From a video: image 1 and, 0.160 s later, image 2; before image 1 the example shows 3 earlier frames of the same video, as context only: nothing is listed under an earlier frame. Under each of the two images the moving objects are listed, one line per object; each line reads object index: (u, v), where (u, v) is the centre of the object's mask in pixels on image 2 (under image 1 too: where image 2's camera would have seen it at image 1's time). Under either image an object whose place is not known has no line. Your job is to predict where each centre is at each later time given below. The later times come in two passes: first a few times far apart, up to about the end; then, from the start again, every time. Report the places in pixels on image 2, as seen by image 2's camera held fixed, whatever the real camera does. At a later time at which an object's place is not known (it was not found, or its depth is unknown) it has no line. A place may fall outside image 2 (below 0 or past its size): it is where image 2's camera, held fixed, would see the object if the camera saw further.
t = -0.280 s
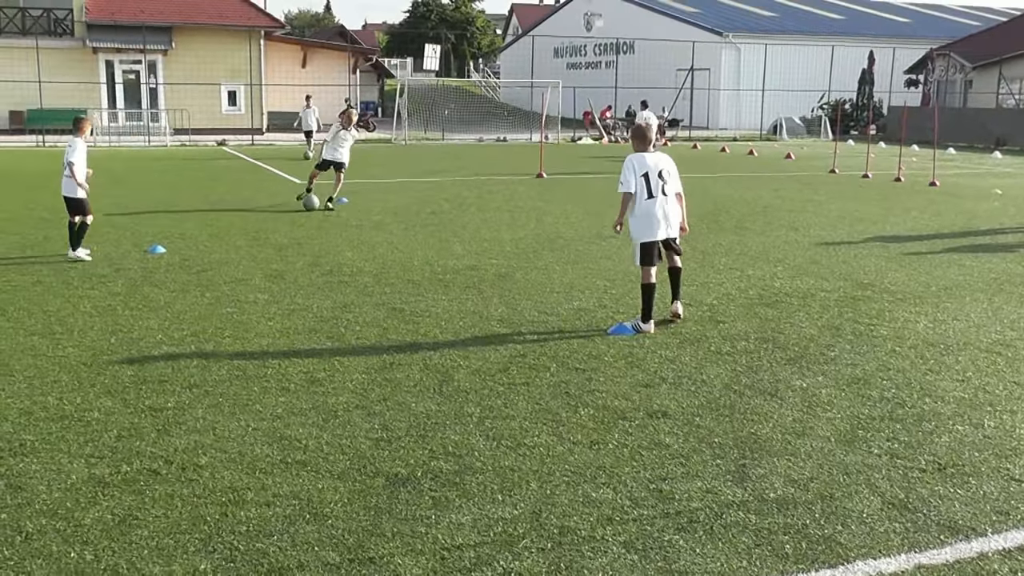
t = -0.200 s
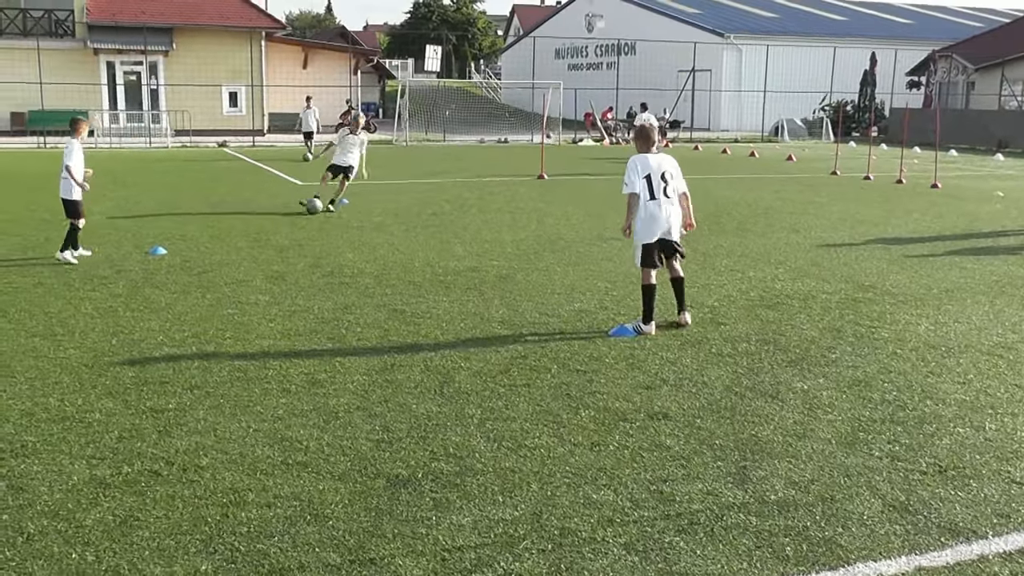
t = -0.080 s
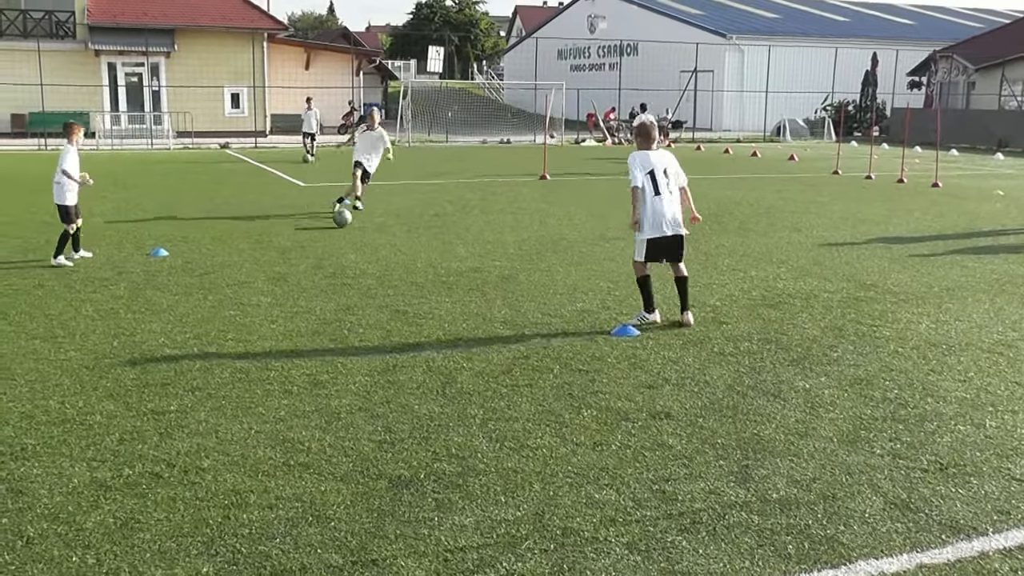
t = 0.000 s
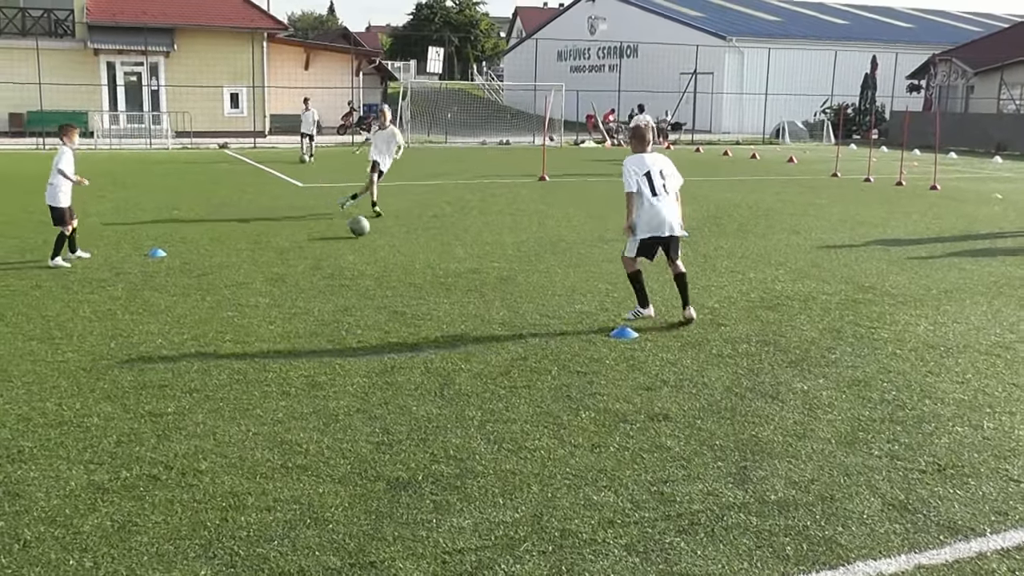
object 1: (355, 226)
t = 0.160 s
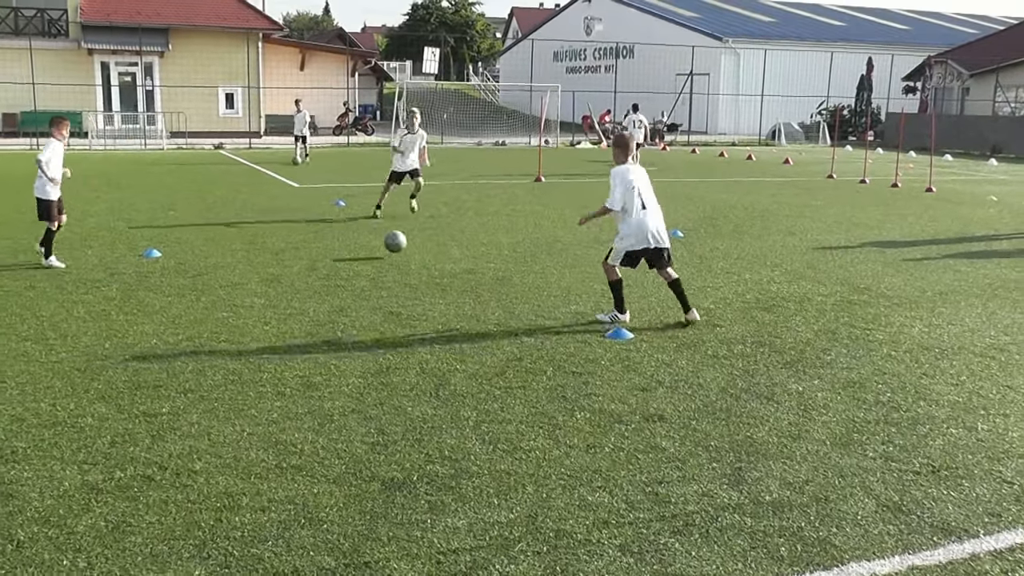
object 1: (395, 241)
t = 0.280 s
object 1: (428, 260)
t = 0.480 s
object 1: (487, 287)
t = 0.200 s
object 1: (406, 245)
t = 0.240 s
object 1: (417, 252)
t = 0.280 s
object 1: (428, 260)
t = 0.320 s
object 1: (439, 263)
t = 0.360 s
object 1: (450, 267)
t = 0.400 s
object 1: (462, 271)
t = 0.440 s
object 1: (475, 280)
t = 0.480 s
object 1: (487, 287)
